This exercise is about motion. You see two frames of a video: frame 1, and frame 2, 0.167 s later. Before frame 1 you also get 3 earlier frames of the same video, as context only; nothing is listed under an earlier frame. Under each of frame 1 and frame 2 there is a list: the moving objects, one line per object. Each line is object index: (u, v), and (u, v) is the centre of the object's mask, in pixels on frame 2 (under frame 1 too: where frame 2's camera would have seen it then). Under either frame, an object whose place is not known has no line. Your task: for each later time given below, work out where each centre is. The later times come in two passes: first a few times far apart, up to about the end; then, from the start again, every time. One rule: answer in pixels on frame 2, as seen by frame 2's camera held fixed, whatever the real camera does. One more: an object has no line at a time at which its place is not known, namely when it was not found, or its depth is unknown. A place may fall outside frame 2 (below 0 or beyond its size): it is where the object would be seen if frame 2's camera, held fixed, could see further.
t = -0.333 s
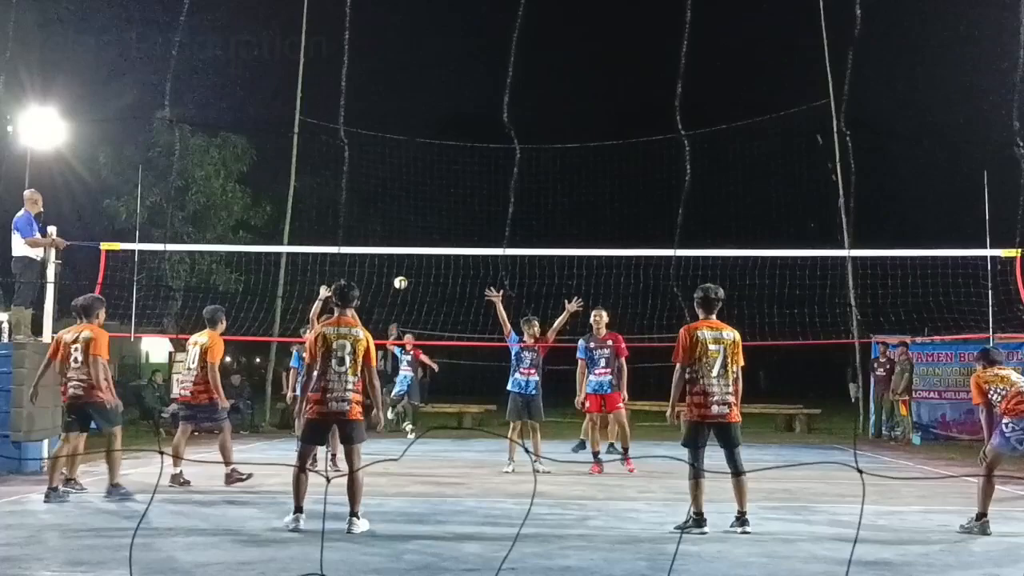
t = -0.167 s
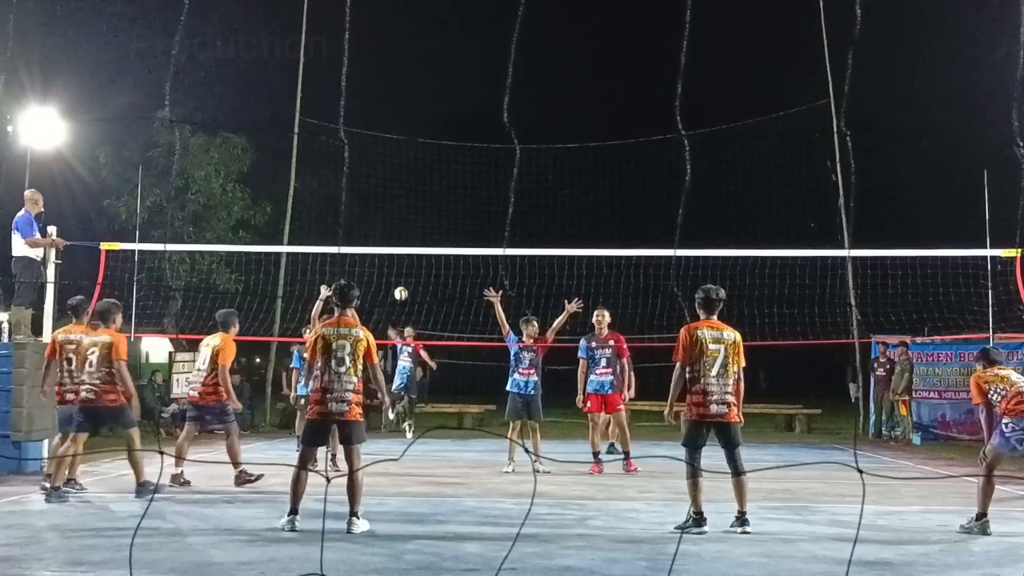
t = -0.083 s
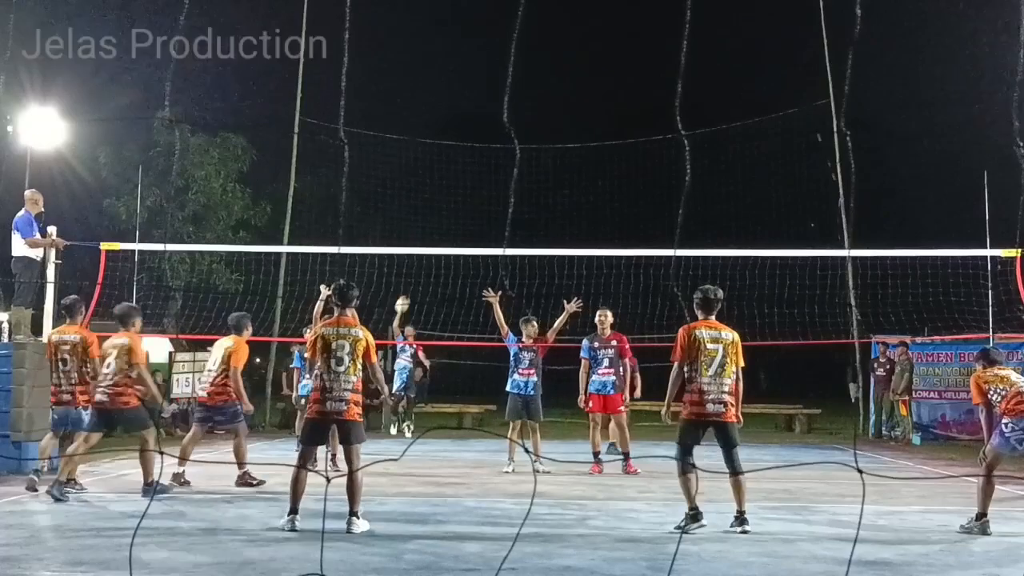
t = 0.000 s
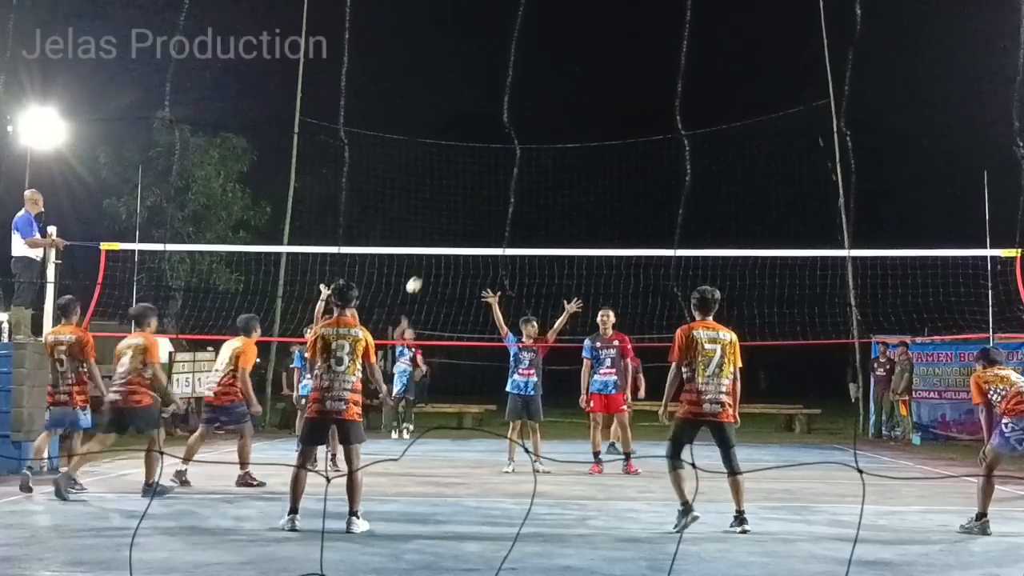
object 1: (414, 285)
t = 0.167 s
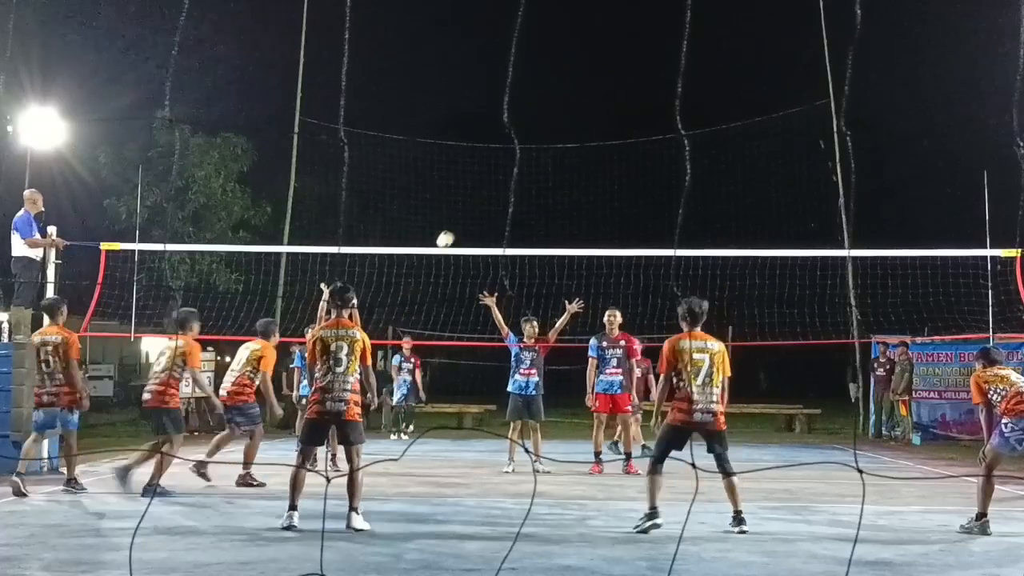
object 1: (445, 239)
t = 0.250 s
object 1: (465, 215)
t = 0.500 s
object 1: (517, 175)
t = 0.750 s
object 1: (586, 168)
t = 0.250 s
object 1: (465, 215)
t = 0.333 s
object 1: (479, 202)
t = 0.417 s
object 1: (501, 184)
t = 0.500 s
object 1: (517, 175)
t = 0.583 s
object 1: (540, 166)
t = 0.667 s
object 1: (557, 164)
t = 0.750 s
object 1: (586, 168)
